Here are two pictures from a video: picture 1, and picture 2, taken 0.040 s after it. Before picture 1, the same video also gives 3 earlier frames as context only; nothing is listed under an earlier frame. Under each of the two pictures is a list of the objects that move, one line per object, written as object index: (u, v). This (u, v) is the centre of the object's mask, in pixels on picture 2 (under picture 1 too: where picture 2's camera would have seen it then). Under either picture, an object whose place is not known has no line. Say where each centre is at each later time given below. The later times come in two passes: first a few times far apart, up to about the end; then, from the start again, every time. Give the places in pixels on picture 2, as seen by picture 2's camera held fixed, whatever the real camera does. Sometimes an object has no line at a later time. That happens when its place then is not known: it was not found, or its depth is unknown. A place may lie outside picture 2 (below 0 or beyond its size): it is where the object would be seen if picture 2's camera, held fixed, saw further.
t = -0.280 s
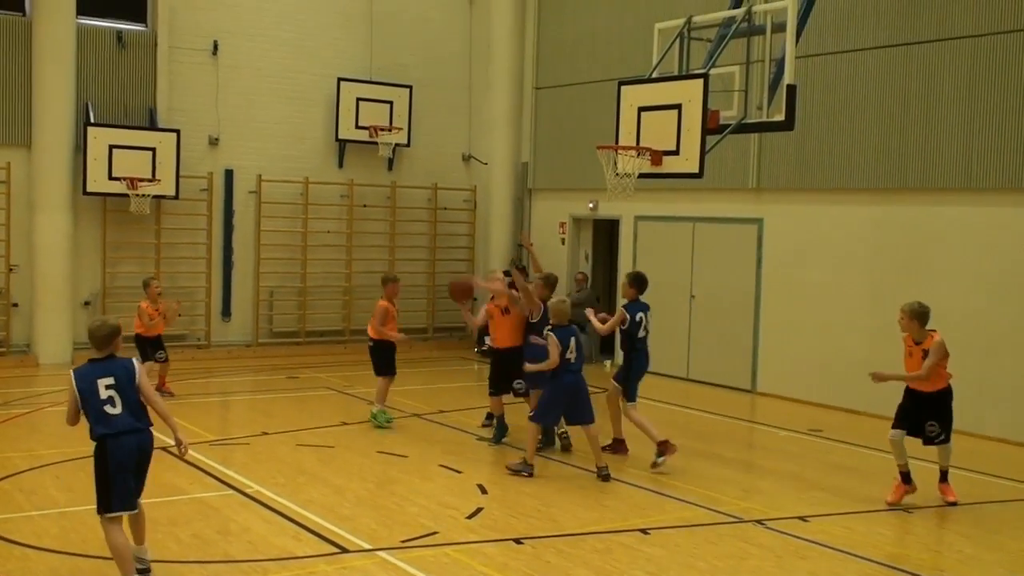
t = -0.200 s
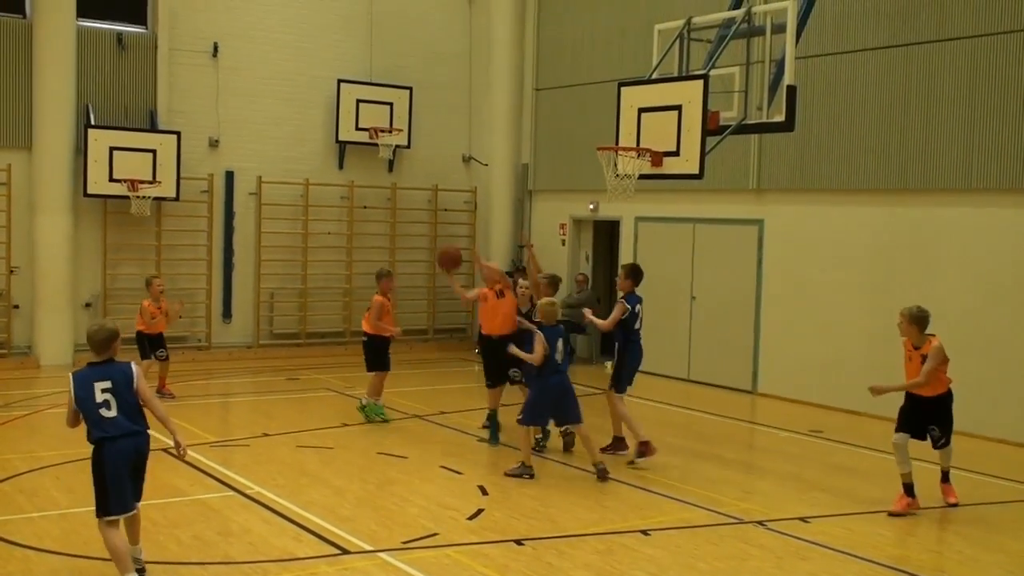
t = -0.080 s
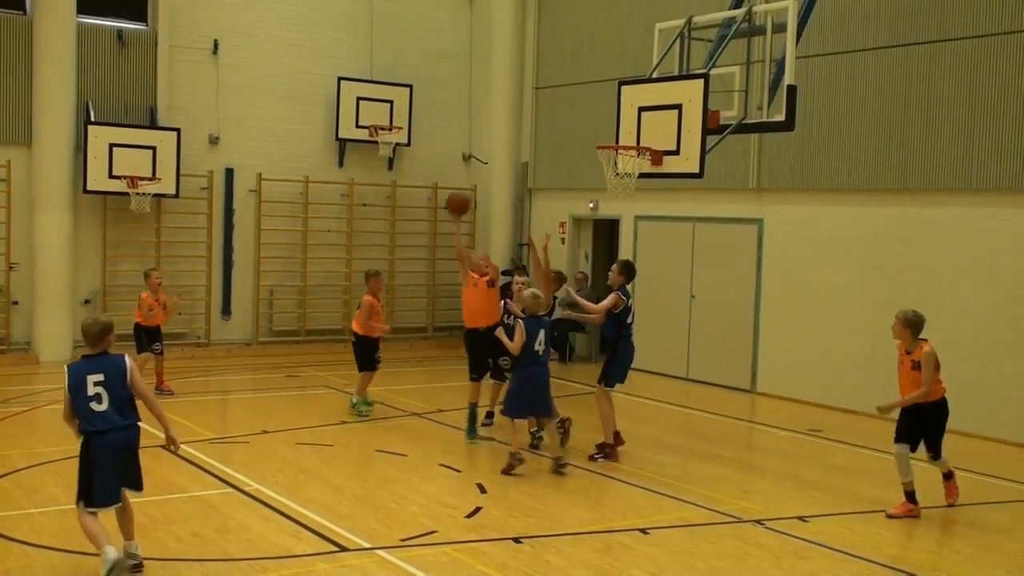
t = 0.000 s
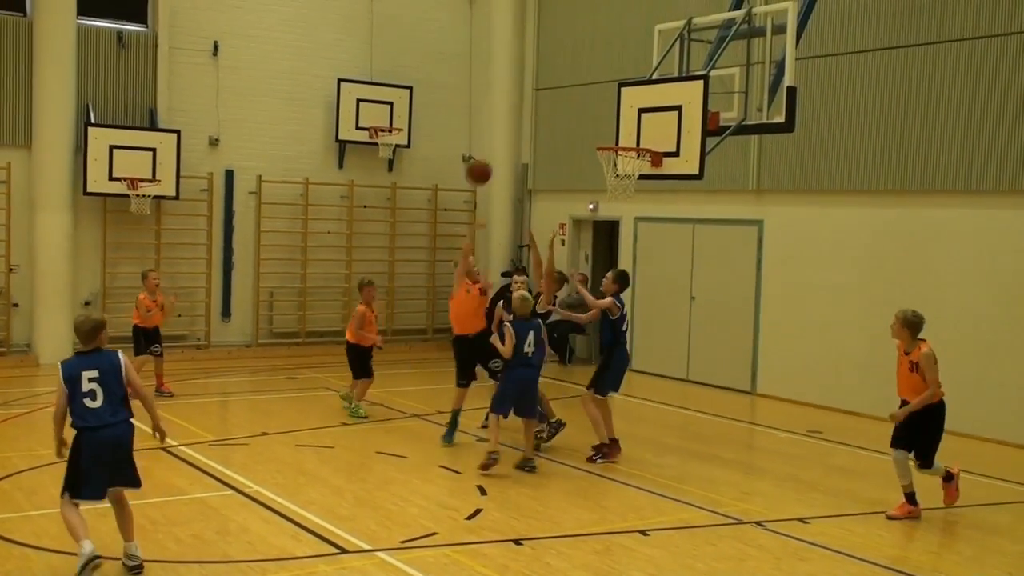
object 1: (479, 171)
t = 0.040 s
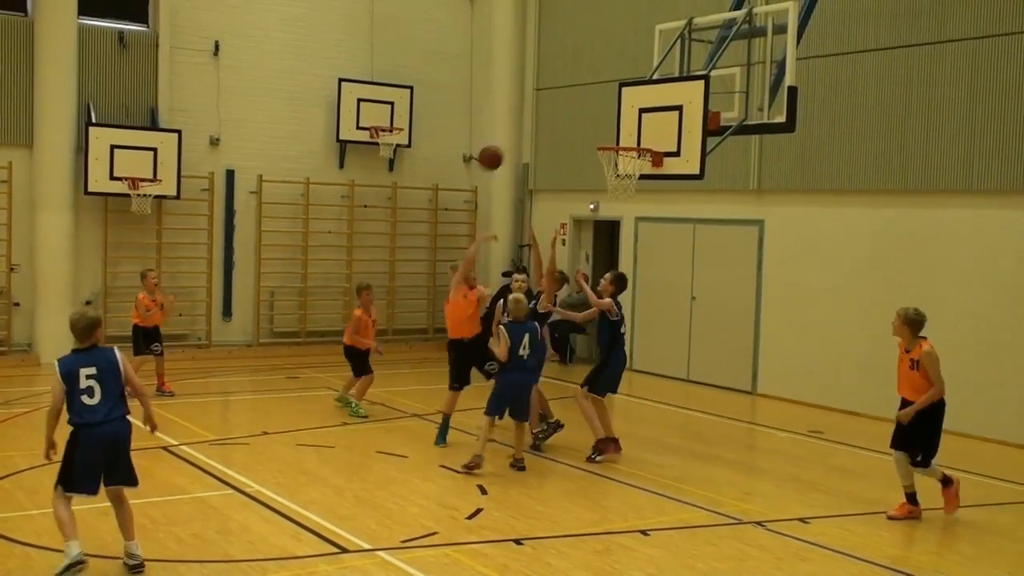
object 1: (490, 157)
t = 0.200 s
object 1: (533, 119)
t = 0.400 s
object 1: (584, 112)
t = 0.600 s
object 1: (633, 147)
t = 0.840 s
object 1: (621, 182)
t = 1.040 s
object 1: (604, 204)
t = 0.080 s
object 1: (501, 145)
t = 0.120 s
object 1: (511, 135)
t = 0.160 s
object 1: (522, 126)
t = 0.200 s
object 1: (533, 119)
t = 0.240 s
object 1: (543, 114)
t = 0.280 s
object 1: (553, 111)
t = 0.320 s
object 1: (564, 109)
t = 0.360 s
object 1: (574, 109)
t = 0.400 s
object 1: (584, 112)
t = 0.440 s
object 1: (594, 115)
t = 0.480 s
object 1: (604, 121)
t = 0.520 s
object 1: (614, 128)
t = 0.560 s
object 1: (624, 136)
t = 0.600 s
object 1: (633, 147)
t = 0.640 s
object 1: (634, 159)
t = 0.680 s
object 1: (633, 169)
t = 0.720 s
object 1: (631, 177)
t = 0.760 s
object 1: (628, 179)
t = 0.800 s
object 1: (623, 180)
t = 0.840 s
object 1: (621, 182)
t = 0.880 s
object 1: (616, 183)
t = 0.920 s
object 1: (614, 185)
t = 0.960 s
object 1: (611, 188)
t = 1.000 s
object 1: (607, 199)
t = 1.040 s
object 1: (604, 204)
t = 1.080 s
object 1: (602, 211)
